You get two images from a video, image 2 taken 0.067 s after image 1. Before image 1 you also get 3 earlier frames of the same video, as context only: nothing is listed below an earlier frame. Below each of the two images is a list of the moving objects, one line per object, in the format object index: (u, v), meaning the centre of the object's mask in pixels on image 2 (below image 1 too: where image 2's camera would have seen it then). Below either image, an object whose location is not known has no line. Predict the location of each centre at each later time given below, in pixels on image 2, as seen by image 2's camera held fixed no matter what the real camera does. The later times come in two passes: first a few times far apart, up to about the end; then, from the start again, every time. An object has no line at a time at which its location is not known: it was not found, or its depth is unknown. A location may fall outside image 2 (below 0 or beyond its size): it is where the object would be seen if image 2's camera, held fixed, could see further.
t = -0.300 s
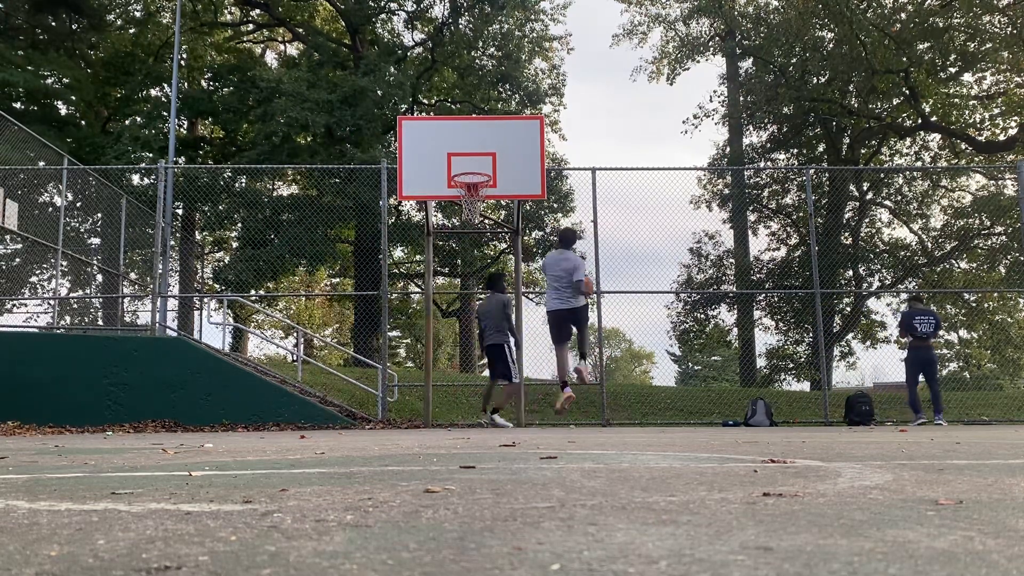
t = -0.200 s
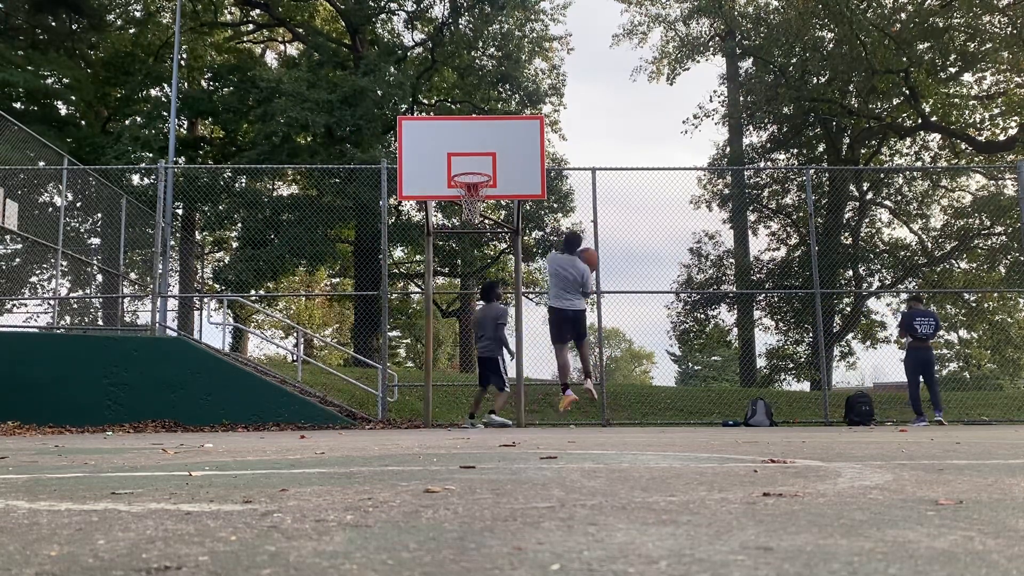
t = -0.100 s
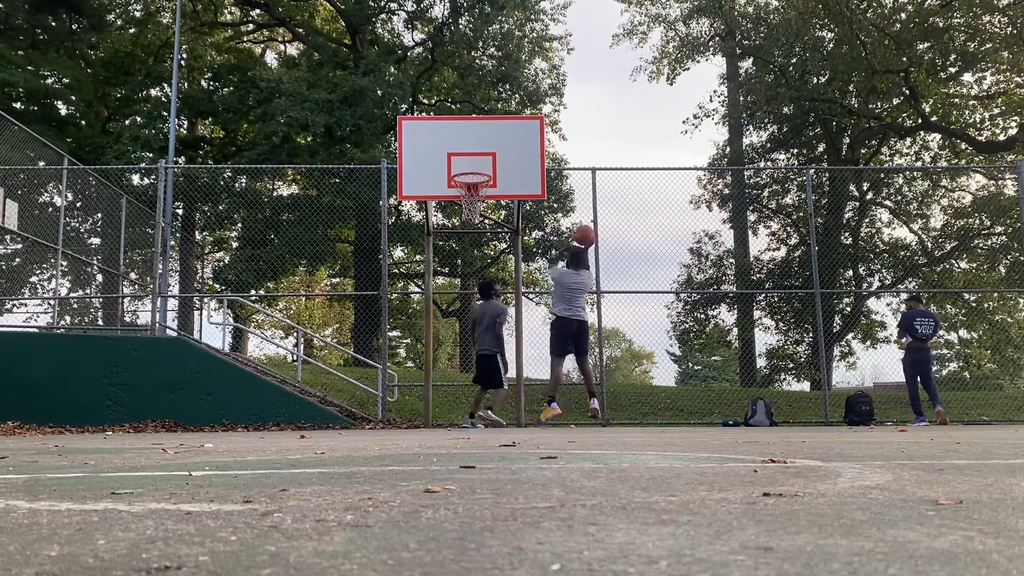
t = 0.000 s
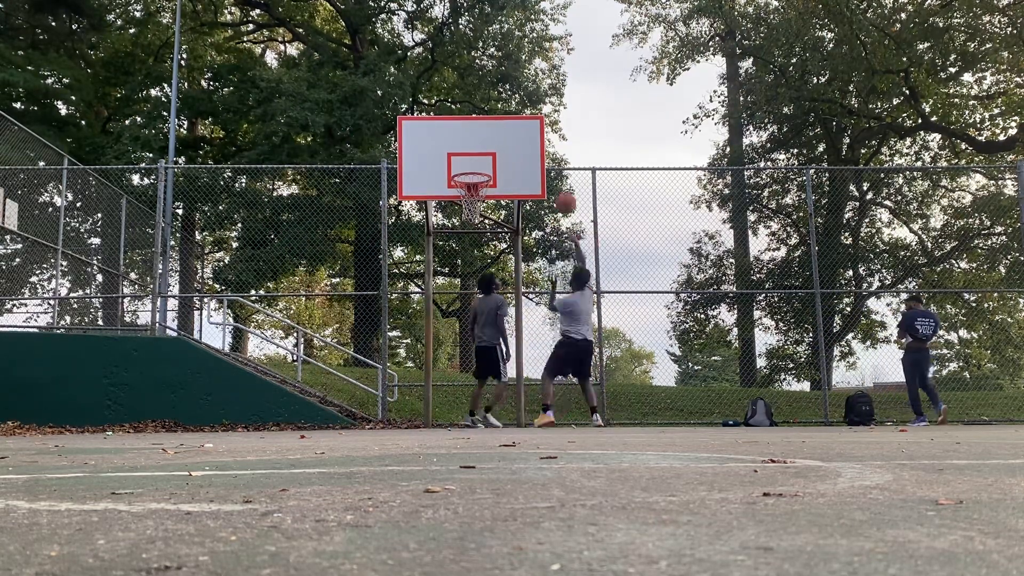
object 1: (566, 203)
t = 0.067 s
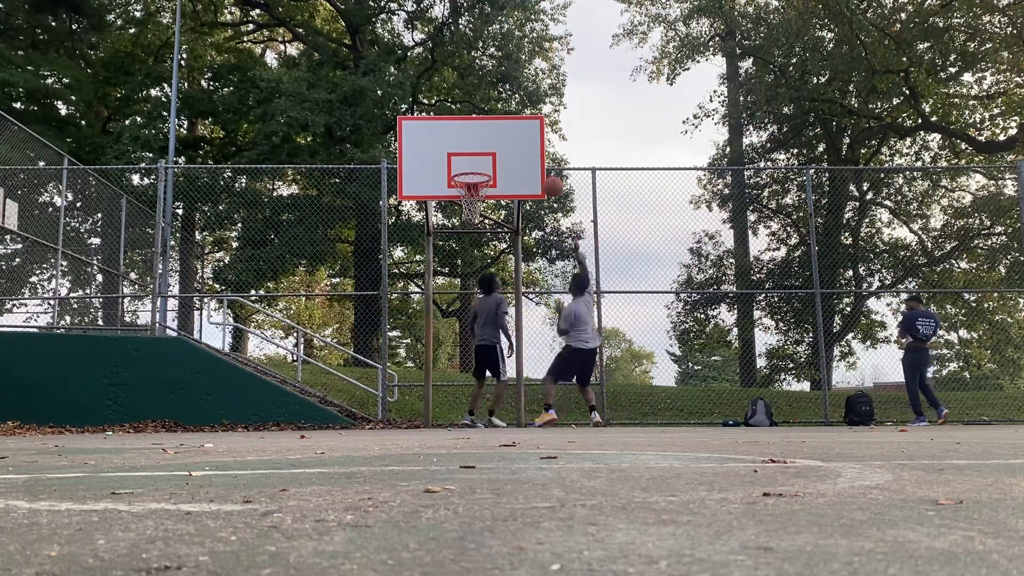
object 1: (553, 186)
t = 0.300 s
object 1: (513, 161)
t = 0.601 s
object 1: (492, 169)
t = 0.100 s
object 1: (547, 180)
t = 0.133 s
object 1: (540, 175)
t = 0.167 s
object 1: (534, 170)
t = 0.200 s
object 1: (529, 167)
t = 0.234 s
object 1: (523, 164)
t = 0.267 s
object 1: (517, 163)
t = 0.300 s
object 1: (513, 161)
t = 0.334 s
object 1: (510, 160)
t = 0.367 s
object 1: (507, 159)
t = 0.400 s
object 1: (505, 159)
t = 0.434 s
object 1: (502, 161)
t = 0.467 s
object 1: (499, 162)
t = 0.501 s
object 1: (496, 165)
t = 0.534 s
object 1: (493, 167)
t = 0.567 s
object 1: (493, 168)
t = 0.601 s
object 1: (492, 169)
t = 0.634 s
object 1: (492, 172)
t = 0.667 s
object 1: (491, 176)
